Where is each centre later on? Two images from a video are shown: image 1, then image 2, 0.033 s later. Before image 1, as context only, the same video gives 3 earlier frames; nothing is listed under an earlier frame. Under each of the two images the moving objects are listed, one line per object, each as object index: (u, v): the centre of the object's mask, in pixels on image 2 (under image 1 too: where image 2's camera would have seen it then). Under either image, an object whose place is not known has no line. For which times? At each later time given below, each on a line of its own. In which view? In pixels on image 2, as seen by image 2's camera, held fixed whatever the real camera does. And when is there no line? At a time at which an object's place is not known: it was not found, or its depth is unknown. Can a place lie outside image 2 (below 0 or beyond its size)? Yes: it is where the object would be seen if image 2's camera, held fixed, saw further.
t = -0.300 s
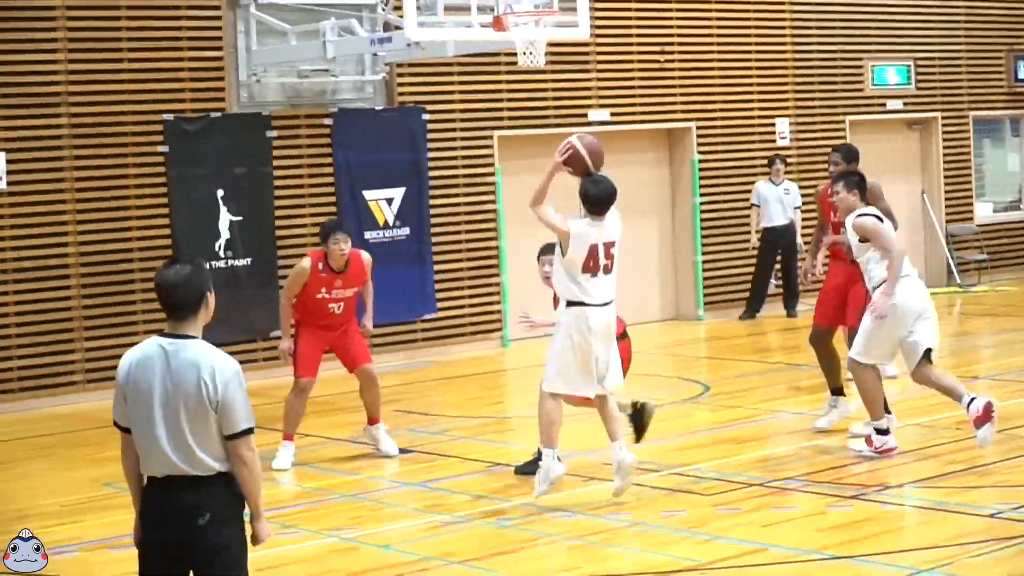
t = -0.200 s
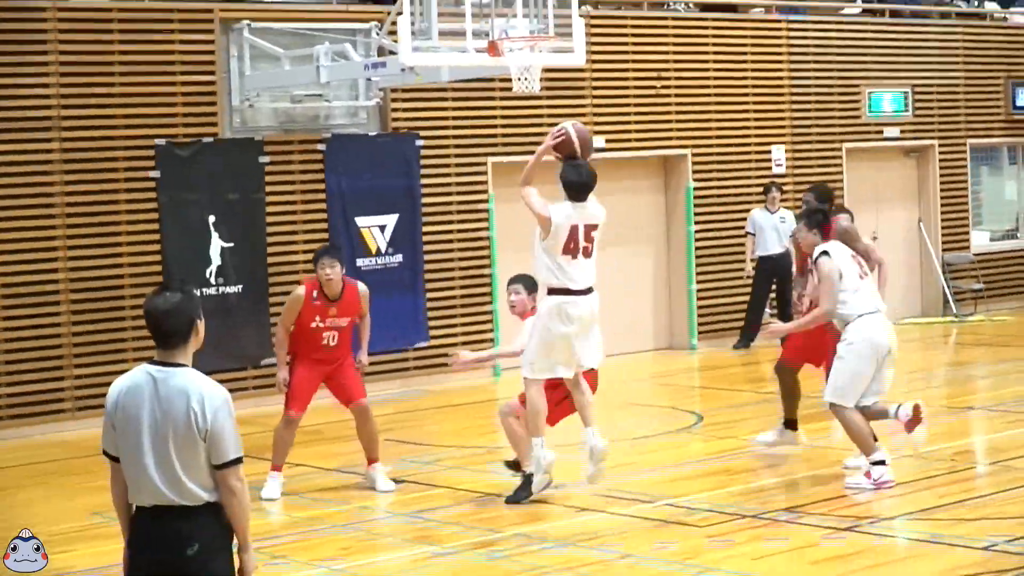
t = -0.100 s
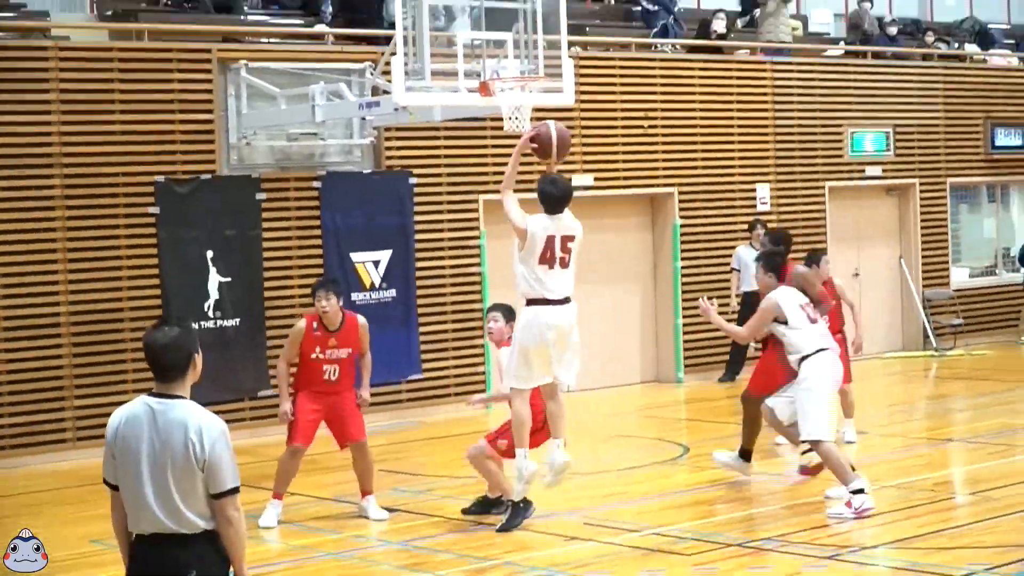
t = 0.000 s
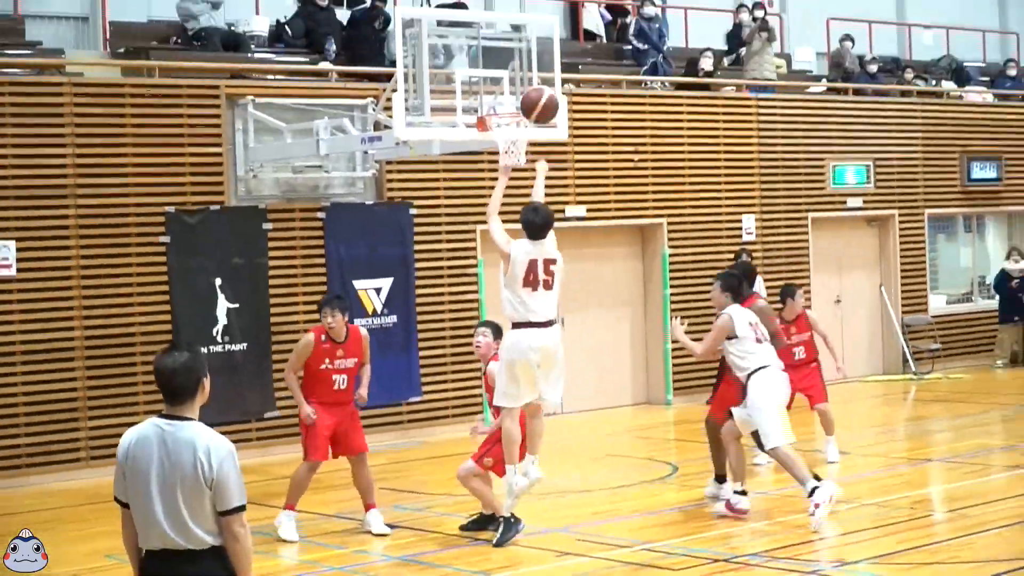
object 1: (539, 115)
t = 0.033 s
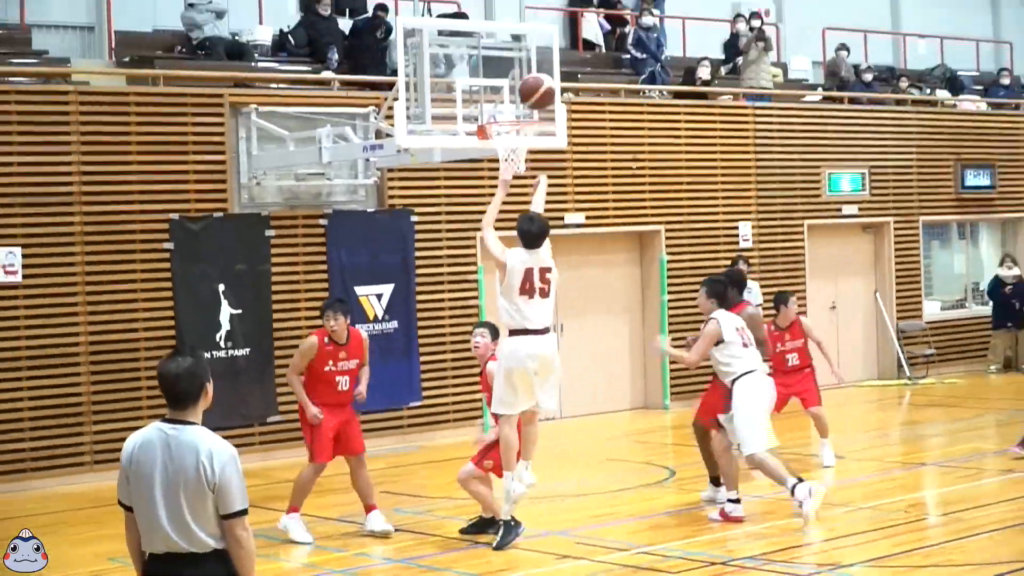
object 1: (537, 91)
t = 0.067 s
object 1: (535, 70)
